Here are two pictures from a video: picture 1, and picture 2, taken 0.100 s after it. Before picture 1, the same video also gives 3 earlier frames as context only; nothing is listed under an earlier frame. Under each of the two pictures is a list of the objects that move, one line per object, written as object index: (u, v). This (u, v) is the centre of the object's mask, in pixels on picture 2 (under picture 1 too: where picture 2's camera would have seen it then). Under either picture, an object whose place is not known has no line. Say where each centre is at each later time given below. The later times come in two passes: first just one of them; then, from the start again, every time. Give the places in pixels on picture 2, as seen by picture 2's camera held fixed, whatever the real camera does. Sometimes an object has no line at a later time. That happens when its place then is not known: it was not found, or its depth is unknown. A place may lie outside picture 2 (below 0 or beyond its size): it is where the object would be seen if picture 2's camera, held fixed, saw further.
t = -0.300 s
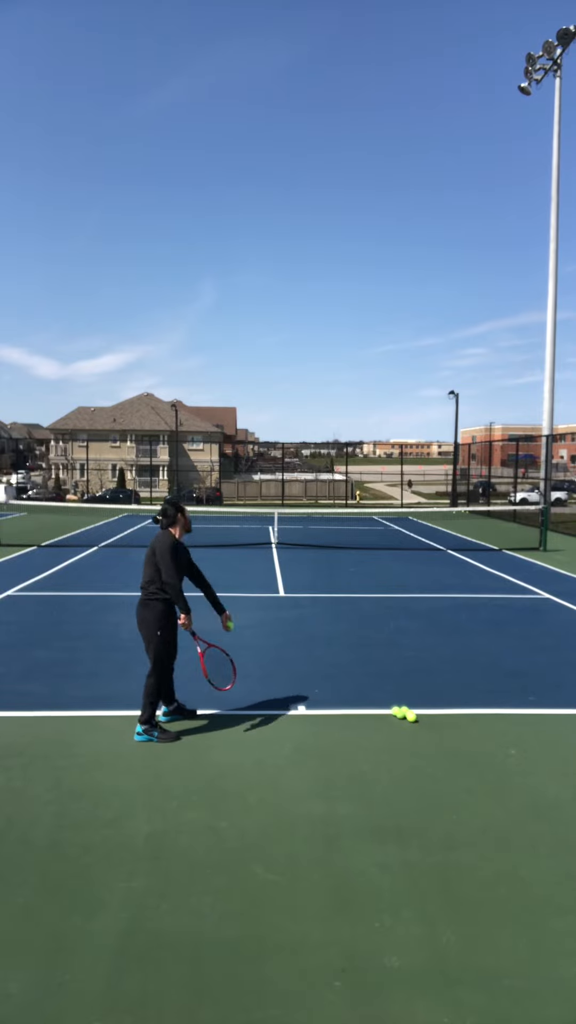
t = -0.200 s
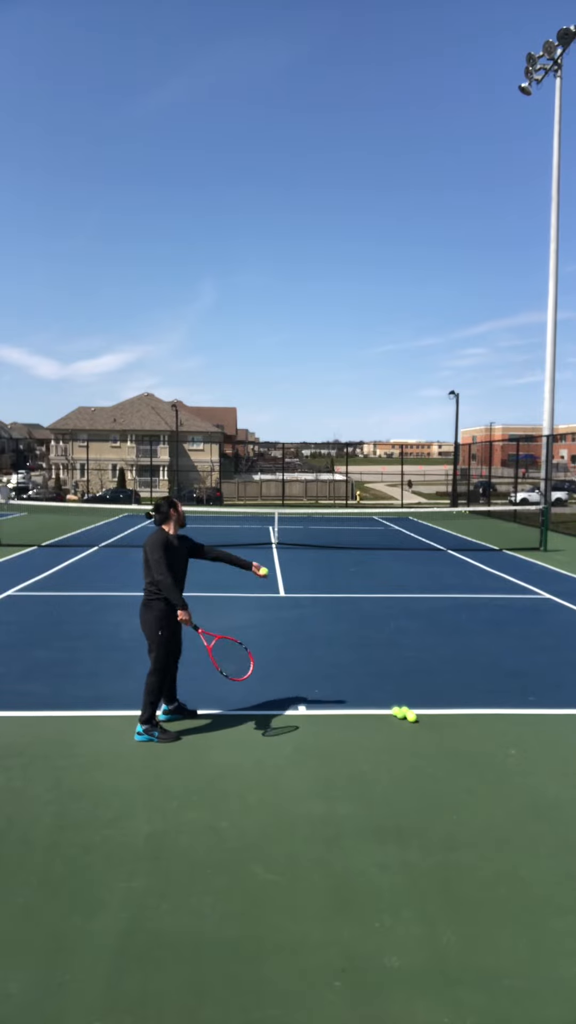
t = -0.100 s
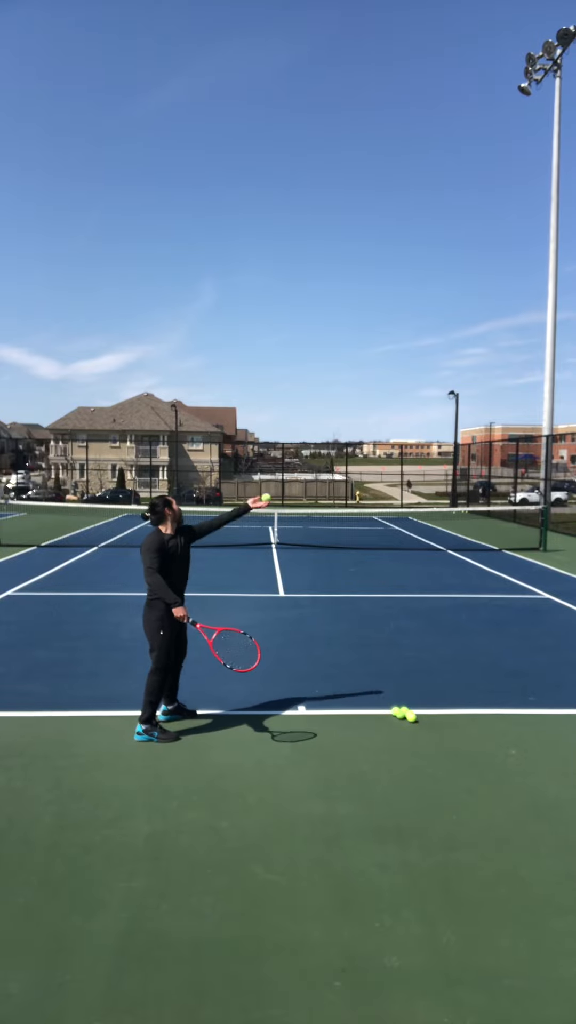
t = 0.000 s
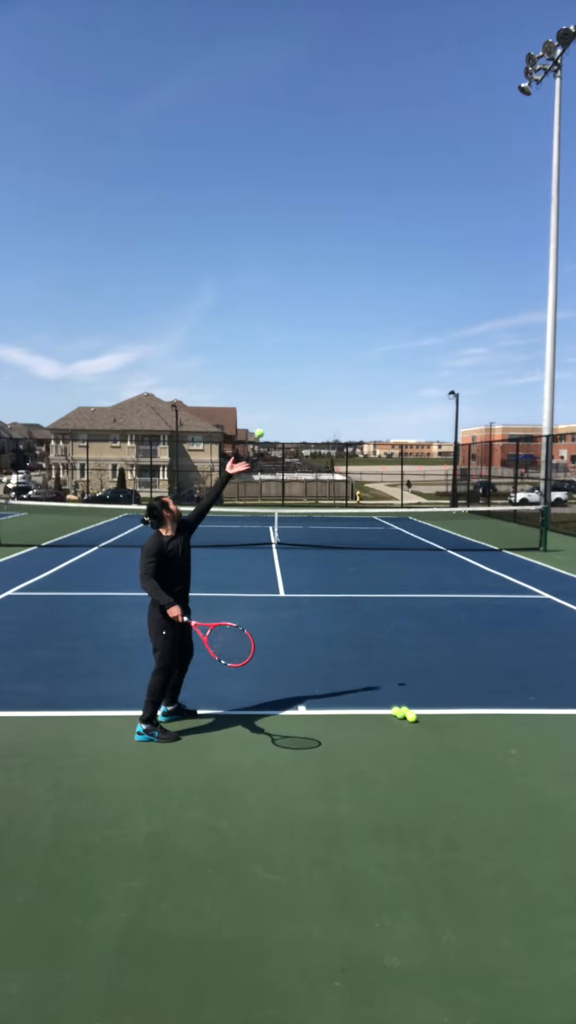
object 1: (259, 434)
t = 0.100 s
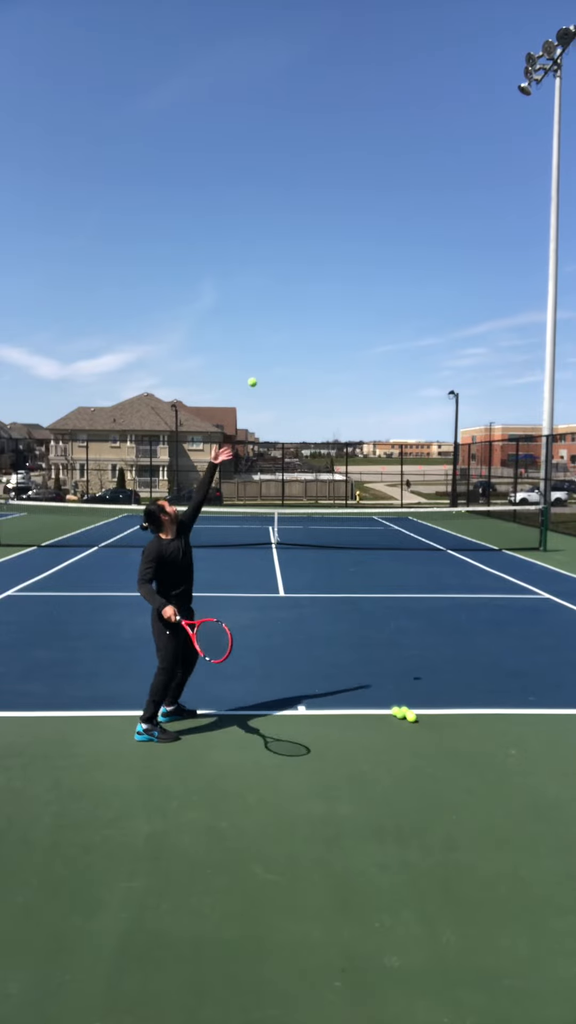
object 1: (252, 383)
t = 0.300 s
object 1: (240, 321)
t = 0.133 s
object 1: (250, 369)
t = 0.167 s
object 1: (248, 356)
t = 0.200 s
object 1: (246, 345)
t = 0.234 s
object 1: (244, 335)
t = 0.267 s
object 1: (242, 327)
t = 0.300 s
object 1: (240, 321)
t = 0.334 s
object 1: (238, 316)
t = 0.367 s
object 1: (236, 312)
